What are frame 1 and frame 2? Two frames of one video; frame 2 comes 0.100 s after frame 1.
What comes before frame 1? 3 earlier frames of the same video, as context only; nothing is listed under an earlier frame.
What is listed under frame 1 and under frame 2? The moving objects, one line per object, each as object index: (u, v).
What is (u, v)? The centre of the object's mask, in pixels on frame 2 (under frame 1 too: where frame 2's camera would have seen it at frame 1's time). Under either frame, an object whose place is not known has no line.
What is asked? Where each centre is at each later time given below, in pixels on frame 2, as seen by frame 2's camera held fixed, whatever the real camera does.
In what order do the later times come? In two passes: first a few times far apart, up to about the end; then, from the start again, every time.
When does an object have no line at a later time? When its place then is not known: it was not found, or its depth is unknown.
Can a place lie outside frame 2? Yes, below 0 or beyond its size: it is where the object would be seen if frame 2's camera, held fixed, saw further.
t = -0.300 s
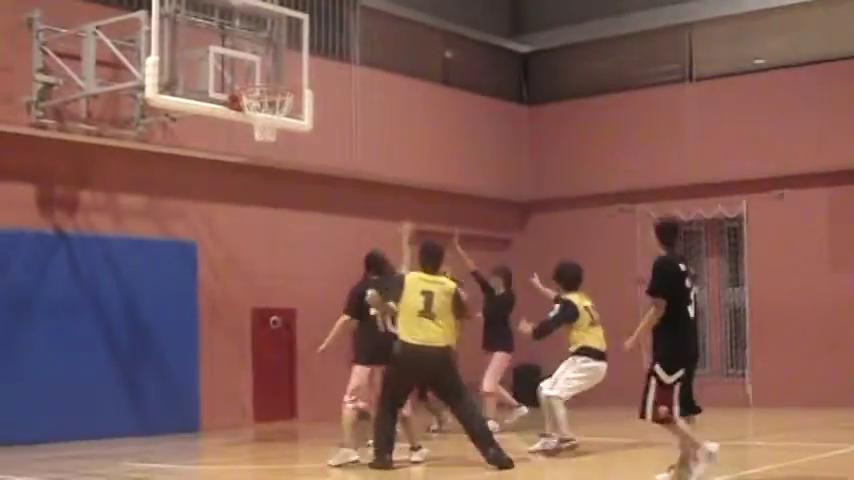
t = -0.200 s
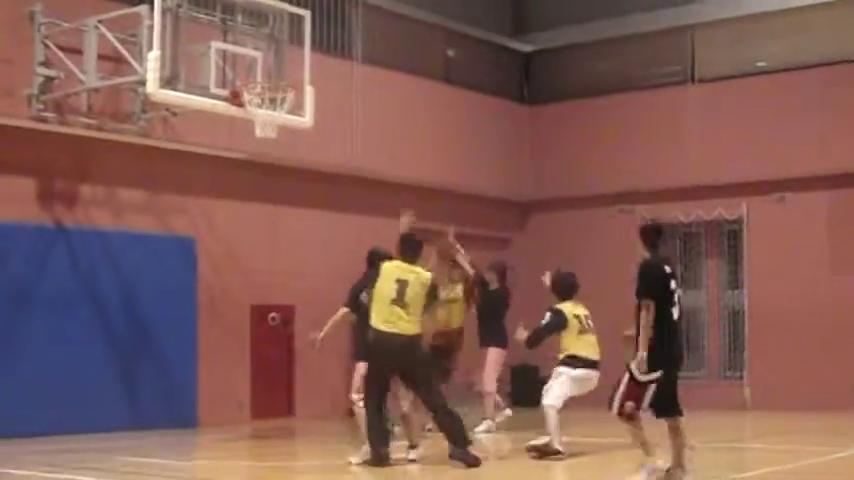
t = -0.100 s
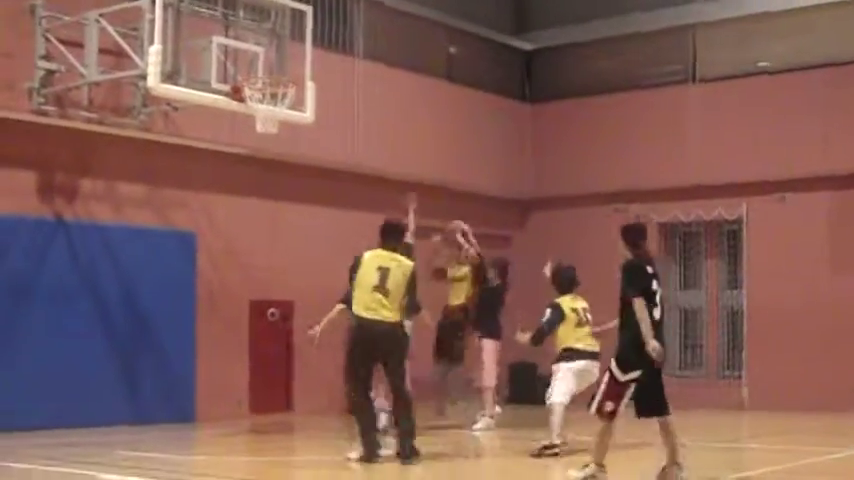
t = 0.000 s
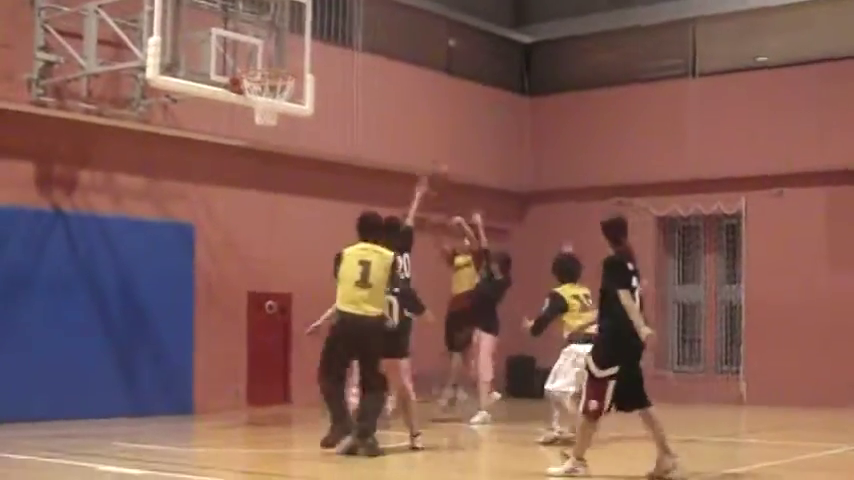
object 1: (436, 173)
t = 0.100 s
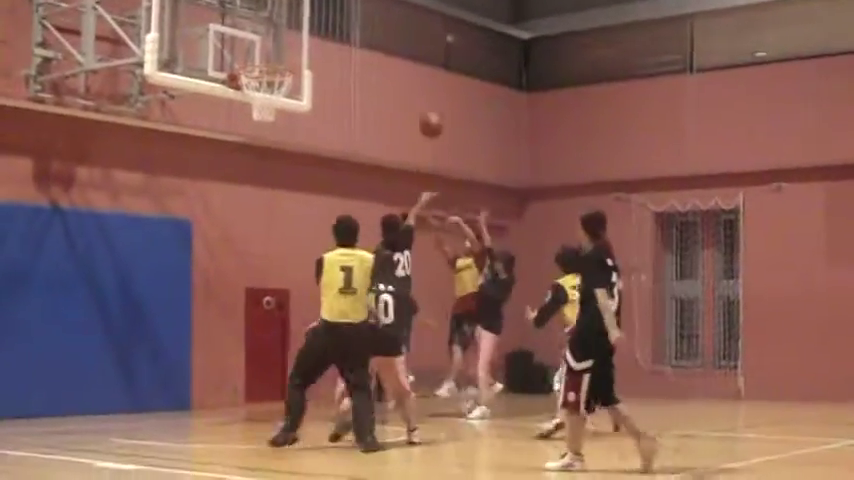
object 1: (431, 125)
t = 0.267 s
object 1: (415, 69)
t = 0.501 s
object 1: (391, 28)
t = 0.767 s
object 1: (362, 56)
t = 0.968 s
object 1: (338, 129)
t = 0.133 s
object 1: (428, 111)
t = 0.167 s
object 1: (422, 104)
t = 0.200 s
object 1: (421, 89)
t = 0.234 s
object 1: (418, 79)
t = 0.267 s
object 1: (415, 69)
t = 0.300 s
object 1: (412, 60)
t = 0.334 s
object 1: (409, 53)
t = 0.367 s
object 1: (406, 43)
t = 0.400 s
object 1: (403, 39)
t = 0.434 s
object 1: (402, 29)
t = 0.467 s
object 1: (399, 23)
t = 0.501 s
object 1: (391, 28)
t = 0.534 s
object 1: (386, 27)
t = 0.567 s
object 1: (385, 26)
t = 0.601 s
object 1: (383, 28)
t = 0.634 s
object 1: (379, 33)
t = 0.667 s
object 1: (375, 31)
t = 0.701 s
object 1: (374, 35)
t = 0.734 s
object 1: (366, 48)
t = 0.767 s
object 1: (362, 56)
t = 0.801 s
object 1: (360, 65)
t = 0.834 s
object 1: (356, 72)
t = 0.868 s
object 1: (350, 86)
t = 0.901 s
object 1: (346, 99)
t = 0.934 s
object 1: (345, 113)
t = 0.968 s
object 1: (338, 129)
